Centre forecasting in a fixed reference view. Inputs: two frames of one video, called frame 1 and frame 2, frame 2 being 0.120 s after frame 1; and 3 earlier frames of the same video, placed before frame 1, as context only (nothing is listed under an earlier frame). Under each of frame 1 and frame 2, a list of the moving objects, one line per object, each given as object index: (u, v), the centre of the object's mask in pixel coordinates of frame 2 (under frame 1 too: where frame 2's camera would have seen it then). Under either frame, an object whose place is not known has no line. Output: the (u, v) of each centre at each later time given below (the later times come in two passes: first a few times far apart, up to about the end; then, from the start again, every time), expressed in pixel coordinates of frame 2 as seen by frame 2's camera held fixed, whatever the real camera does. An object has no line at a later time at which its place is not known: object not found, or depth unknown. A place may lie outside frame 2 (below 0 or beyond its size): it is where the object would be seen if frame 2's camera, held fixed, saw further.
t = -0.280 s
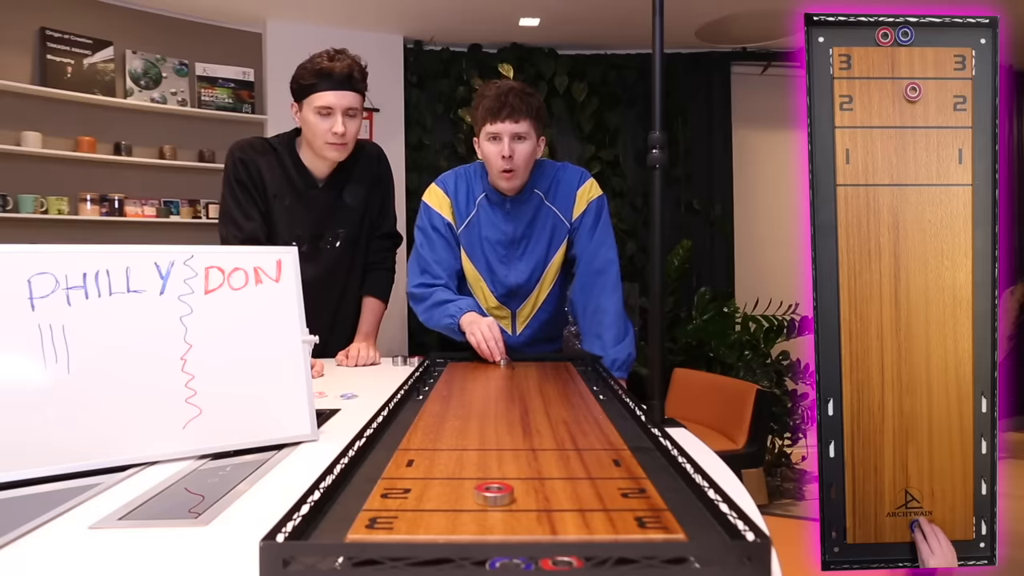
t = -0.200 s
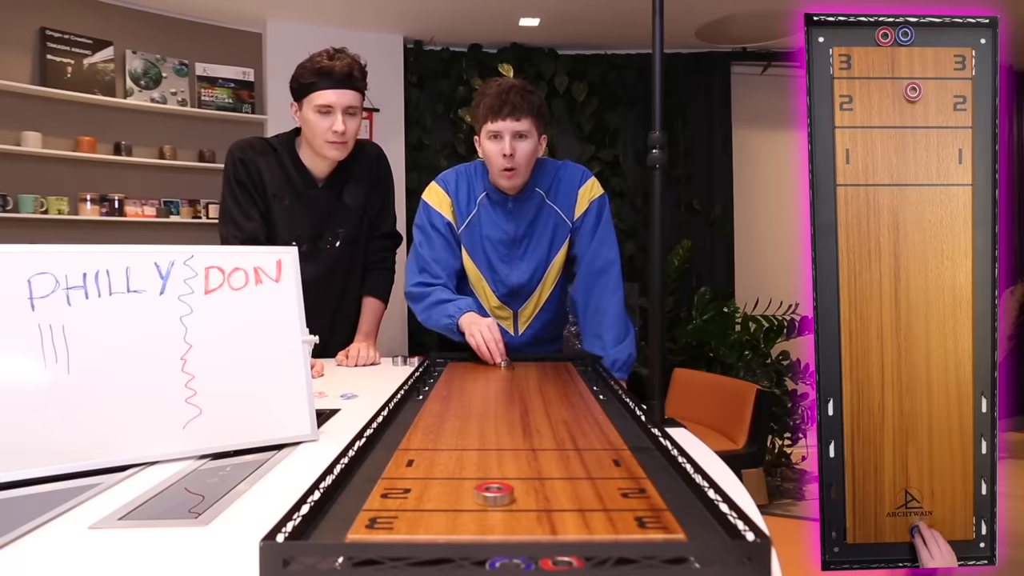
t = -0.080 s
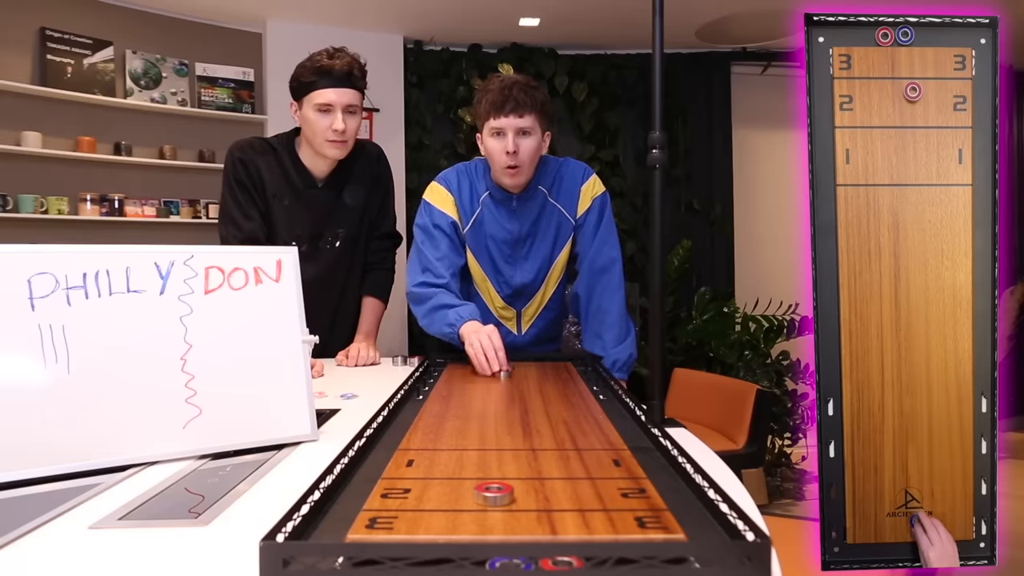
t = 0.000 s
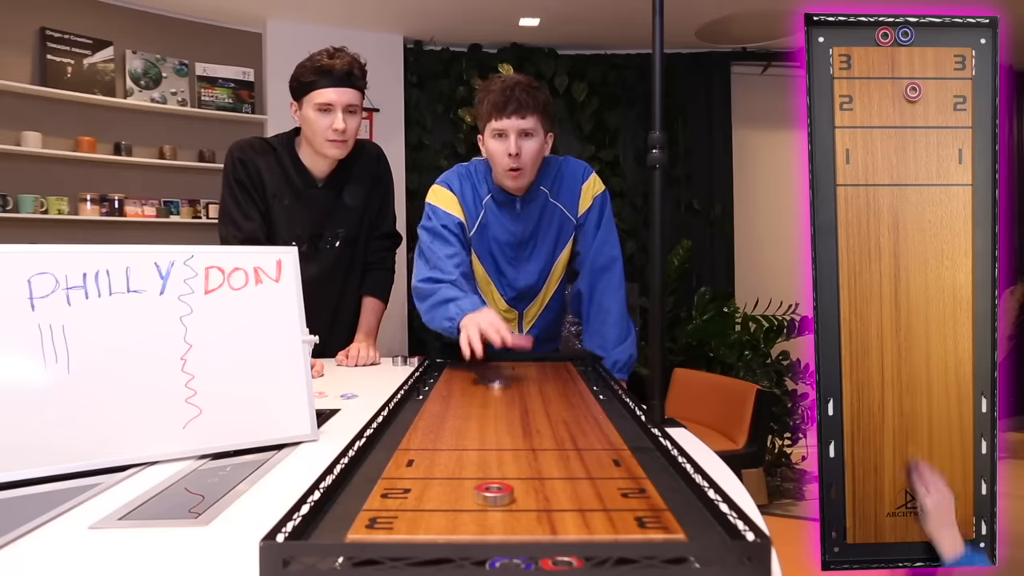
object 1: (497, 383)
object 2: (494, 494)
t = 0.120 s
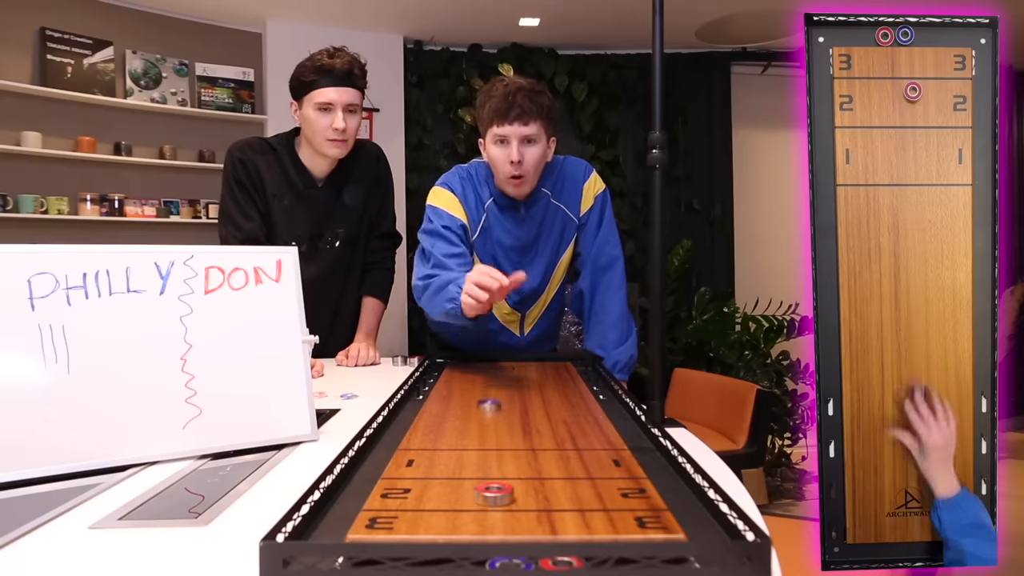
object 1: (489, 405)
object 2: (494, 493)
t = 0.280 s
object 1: (479, 440)
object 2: (494, 494)
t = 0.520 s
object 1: (452, 493)
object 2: (513, 504)
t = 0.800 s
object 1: (427, 508)
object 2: (547, 520)
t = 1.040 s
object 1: (427, 508)
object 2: (547, 520)
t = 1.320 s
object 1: (427, 508)
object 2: (547, 520)
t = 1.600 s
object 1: (427, 508)
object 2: (547, 520)
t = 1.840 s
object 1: (427, 508)
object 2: (547, 520)
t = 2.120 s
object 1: (427, 508)
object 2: (547, 520)
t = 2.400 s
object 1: (427, 508)
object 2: (547, 520)
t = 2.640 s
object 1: (427, 508)
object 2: (547, 520)
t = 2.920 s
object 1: (427, 508)
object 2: (547, 520)
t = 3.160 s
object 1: (427, 508)
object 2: (547, 520)
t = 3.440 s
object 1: (427, 508)
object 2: (547, 520)
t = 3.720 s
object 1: (427, 508)
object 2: (547, 520)
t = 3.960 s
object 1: (427, 508)
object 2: (547, 520)
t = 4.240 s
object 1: (427, 508)
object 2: (547, 520)
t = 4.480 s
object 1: (427, 508)
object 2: (547, 520)
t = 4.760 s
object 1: (427, 508)
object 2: (547, 520)
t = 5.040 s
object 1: (427, 508)
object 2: (547, 520)
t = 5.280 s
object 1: (427, 508)
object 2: (547, 520)
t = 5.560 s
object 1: (427, 508)
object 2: (547, 520)
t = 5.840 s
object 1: (427, 508)
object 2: (547, 520)
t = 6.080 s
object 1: (427, 508)
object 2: (547, 520)
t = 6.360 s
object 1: (427, 508)
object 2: (547, 520)
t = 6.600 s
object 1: (427, 508)
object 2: (547, 520)
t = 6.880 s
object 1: (427, 508)
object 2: (547, 520)
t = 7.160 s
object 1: (427, 508)
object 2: (547, 520)
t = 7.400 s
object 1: (427, 508)
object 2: (547, 520)
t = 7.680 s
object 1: (427, 508)
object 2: (547, 520)
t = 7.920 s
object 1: (427, 508)
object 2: (547, 520)
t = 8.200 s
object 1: (427, 508)
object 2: (547, 520)
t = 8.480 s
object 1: (427, 508)
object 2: (547, 520)
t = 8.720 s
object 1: (427, 508)
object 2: (547, 520)
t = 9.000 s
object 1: (427, 508)
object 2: (547, 520)
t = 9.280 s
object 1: (427, 508)
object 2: (547, 520)
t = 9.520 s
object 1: (427, 508)
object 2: (547, 520)
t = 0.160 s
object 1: (487, 413)
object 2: (494, 493)
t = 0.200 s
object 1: (484, 422)
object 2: (494, 494)
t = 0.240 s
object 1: (481, 430)
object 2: (494, 494)
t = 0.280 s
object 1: (479, 440)
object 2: (494, 494)
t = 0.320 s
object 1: (477, 450)
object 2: (494, 494)
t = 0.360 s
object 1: (475, 460)
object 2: (494, 494)
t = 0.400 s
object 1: (472, 471)
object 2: (494, 494)
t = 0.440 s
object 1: (469, 479)
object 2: (494, 494)
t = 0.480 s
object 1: (462, 488)
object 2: (504, 499)
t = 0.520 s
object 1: (452, 493)
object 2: (513, 504)
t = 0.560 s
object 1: (444, 498)
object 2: (521, 508)
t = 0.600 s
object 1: (437, 502)
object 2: (529, 512)
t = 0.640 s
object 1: (432, 505)
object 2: (536, 515)
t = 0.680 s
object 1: (429, 507)
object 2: (541, 518)
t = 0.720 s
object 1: (427, 508)
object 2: (544, 519)
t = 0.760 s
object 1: (427, 508)
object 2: (547, 520)
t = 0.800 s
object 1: (427, 508)
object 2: (547, 520)
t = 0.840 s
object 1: (427, 508)
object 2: (547, 520)
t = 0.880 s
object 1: (427, 508)
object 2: (547, 520)
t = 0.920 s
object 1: (427, 508)
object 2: (547, 520)
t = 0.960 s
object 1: (427, 508)
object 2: (547, 520)
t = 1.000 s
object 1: (427, 508)
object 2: (547, 520)
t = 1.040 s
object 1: (427, 508)
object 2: (547, 520)
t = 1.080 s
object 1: (427, 508)
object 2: (547, 520)
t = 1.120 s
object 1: (427, 508)
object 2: (547, 520)
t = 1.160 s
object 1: (427, 508)
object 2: (547, 520)
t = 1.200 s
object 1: (427, 508)
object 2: (547, 520)
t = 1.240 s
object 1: (427, 508)
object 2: (547, 520)
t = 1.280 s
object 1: (427, 508)
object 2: (547, 520)
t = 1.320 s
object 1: (427, 508)
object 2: (547, 520)
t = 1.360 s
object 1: (427, 508)
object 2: (547, 520)
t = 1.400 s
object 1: (427, 508)
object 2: (547, 520)
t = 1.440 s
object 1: (427, 508)
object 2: (547, 520)
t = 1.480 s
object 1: (427, 508)
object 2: (547, 520)
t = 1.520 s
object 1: (427, 508)
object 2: (547, 520)
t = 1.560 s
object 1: (427, 508)
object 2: (547, 520)
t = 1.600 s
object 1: (427, 508)
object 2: (547, 520)
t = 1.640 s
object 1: (427, 508)
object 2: (547, 520)
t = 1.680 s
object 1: (427, 508)
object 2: (547, 520)
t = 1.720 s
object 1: (427, 508)
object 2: (547, 520)
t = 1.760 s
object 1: (427, 508)
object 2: (547, 520)
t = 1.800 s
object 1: (427, 508)
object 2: (547, 520)
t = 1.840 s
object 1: (427, 508)
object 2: (547, 520)
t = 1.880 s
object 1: (427, 508)
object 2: (547, 520)
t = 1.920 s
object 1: (427, 508)
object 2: (547, 520)
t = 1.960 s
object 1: (427, 508)
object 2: (547, 520)
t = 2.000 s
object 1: (427, 508)
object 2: (547, 520)
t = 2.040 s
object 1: (427, 508)
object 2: (547, 520)
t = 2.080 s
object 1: (427, 508)
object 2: (547, 520)
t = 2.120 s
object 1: (427, 508)
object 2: (547, 520)
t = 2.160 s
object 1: (427, 508)
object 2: (547, 520)
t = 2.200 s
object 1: (427, 508)
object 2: (547, 520)
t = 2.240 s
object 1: (427, 508)
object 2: (547, 520)
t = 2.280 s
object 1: (427, 508)
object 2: (547, 520)
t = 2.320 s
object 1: (427, 508)
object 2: (547, 520)
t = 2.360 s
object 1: (427, 508)
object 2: (547, 520)
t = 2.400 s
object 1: (427, 508)
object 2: (547, 520)
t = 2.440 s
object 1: (427, 508)
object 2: (547, 520)
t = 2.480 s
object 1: (427, 508)
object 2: (547, 520)
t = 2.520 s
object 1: (427, 508)
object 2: (547, 520)
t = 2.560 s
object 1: (427, 508)
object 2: (547, 520)
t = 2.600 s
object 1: (427, 508)
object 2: (547, 520)
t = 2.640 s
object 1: (427, 508)
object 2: (547, 520)
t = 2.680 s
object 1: (427, 508)
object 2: (547, 520)
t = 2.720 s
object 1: (427, 508)
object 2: (547, 520)
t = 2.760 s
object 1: (427, 508)
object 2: (547, 520)
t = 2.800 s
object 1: (427, 508)
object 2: (547, 520)
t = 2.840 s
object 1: (427, 508)
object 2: (547, 520)
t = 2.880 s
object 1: (427, 508)
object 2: (547, 520)
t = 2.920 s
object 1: (427, 508)
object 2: (547, 520)
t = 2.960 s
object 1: (427, 508)
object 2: (547, 520)
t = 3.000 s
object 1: (427, 508)
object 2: (547, 520)
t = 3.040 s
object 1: (427, 508)
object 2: (547, 520)
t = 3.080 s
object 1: (427, 508)
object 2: (547, 520)
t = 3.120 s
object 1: (427, 508)
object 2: (547, 520)
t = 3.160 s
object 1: (427, 508)
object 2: (547, 520)
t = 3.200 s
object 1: (427, 508)
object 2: (547, 520)
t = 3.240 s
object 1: (427, 508)
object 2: (547, 520)
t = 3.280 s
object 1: (427, 508)
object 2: (547, 520)
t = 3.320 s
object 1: (427, 508)
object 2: (547, 520)
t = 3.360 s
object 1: (427, 508)
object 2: (547, 520)
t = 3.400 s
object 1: (427, 508)
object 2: (547, 520)
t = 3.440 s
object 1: (427, 508)
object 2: (547, 520)
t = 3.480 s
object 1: (427, 508)
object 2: (547, 520)
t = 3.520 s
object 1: (427, 508)
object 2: (547, 520)
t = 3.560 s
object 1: (427, 508)
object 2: (547, 520)
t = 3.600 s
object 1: (427, 508)
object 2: (547, 520)
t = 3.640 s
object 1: (427, 508)
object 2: (547, 520)
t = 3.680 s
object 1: (427, 508)
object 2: (547, 520)
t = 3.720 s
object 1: (427, 508)
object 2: (547, 520)
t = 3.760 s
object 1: (427, 508)
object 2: (547, 520)
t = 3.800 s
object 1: (427, 508)
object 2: (547, 520)
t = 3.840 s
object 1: (427, 508)
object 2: (547, 520)
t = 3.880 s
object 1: (427, 508)
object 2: (547, 520)
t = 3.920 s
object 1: (427, 508)
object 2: (547, 520)
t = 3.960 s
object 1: (427, 508)
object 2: (547, 520)
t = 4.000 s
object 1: (427, 508)
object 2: (547, 520)
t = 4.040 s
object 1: (427, 508)
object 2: (547, 520)
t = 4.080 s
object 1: (427, 508)
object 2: (547, 520)
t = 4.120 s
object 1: (427, 508)
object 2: (547, 520)
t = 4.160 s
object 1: (427, 508)
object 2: (547, 520)
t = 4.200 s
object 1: (427, 508)
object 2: (547, 520)
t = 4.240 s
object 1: (427, 508)
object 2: (547, 520)
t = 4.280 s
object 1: (427, 508)
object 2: (547, 520)
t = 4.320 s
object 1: (427, 508)
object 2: (547, 520)
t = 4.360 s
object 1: (427, 508)
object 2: (547, 520)
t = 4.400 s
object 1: (427, 508)
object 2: (547, 520)
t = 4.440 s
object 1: (427, 508)
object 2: (547, 520)
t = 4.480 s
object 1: (427, 508)
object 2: (547, 520)
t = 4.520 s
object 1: (427, 508)
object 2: (547, 520)
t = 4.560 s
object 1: (427, 508)
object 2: (547, 520)
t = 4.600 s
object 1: (427, 508)
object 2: (547, 520)
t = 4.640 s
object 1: (427, 508)
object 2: (547, 520)
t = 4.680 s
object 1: (427, 508)
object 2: (547, 520)
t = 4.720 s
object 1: (427, 508)
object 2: (547, 520)
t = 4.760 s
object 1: (427, 508)
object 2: (547, 520)
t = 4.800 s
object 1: (427, 508)
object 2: (547, 520)
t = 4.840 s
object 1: (427, 508)
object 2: (547, 520)
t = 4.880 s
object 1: (427, 508)
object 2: (547, 520)
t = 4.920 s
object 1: (427, 508)
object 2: (547, 520)
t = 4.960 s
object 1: (427, 508)
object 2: (547, 520)
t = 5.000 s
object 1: (427, 508)
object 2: (547, 520)
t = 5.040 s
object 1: (427, 508)
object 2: (547, 520)
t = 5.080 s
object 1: (427, 508)
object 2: (547, 520)
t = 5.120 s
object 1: (427, 508)
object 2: (547, 520)
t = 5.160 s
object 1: (427, 508)
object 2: (547, 520)
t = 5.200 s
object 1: (427, 508)
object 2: (547, 520)
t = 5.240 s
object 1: (427, 508)
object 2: (547, 520)
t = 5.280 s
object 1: (427, 508)
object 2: (547, 520)
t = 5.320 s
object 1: (427, 508)
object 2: (547, 520)
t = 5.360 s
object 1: (427, 508)
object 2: (547, 520)
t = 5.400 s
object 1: (427, 508)
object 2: (547, 520)
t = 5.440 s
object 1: (427, 508)
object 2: (547, 520)
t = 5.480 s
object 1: (427, 508)
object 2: (547, 520)
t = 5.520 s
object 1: (427, 508)
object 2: (547, 520)
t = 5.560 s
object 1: (427, 508)
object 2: (547, 520)
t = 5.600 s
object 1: (427, 508)
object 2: (547, 520)
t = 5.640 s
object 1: (427, 508)
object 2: (547, 520)
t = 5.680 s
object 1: (427, 508)
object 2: (547, 520)
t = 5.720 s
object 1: (427, 508)
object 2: (547, 520)
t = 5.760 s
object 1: (427, 508)
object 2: (547, 520)
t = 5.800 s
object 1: (427, 508)
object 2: (547, 520)
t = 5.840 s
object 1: (427, 508)
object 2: (547, 520)
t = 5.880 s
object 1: (427, 508)
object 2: (547, 520)
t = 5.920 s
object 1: (427, 508)
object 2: (547, 520)
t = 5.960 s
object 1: (427, 508)
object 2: (547, 520)
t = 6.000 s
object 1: (427, 508)
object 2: (547, 520)
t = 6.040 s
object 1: (427, 508)
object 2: (547, 520)
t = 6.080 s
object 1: (427, 508)
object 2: (547, 520)
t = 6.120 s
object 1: (427, 508)
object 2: (547, 520)
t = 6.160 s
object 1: (427, 508)
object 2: (547, 520)
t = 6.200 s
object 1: (427, 508)
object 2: (547, 520)
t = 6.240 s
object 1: (427, 508)
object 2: (547, 520)
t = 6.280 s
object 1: (427, 508)
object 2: (547, 520)
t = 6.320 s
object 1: (427, 508)
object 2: (547, 520)
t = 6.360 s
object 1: (427, 508)
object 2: (547, 520)
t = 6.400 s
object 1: (427, 508)
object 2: (547, 520)
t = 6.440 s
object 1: (427, 508)
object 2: (547, 520)
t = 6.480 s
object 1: (427, 508)
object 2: (547, 520)
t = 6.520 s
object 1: (427, 508)
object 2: (547, 520)
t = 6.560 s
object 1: (427, 508)
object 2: (547, 520)
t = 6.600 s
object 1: (427, 508)
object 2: (547, 520)
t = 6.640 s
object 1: (427, 508)
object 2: (547, 520)
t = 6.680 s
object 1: (427, 508)
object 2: (547, 520)
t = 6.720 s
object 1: (427, 508)
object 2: (547, 520)
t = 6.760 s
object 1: (427, 508)
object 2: (547, 520)
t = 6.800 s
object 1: (427, 508)
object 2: (547, 520)
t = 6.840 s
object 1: (427, 508)
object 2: (547, 520)
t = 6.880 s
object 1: (427, 508)
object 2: (547, 520)
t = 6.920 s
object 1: (427, 508)
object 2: (547, 520)
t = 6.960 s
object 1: (427, 508)
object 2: (547, 520)
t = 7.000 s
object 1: (427, 508)
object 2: (547, 520)
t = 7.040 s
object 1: (427, 508)
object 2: (547, 520)
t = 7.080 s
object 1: (427, 508)
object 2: (547, 520)
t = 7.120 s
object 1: (427, 508)
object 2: (547, 520)
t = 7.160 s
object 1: (427, 508)
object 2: (547, 520)
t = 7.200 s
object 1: (427, 508)
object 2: (547, 520)
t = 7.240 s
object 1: (427, 508)
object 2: (547, 520)
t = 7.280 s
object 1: (427, 508)
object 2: (547, 520)
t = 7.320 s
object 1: (427, 508)
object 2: (547, 520)
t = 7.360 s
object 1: (427, 508)
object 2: (547, 520)
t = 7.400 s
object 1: (427, 508)
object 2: (547, 520)
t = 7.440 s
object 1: (427, 508)
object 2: (547, 520)
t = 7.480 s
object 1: (427, 508)
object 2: (547, 520)
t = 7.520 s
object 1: (427, 508)
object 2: (547, 520)
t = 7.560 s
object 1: (427, 508)
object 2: (547, 520)
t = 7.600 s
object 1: (427, 508)
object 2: (547, 520)
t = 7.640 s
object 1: (427, 508)
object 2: (547, 520)
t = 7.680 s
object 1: (427, 508)
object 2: (547, 520)
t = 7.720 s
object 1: (427, 508)
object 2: (547, 520)
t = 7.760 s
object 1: (427, 508)
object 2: (547, 520)
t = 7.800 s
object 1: (427, 508)
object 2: (547, 520)
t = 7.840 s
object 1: (427, 508)
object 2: (547, 520)
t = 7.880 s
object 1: (427, 508)
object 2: (547, 520)
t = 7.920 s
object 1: (427, 508)
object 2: (547, 520)
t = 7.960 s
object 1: (427, 508)
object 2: (547, 520)
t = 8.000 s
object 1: (427, 508)
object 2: (547, 520)
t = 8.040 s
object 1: (427, 508)
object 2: (547, 520)
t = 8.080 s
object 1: (427, 508)
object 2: (547, 520)
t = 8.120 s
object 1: (427, 508)
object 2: (547, 520)
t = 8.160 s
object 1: (427, 508)
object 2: (547, 520)
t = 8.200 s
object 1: (427, 508)
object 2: (547, 520)
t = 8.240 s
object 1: (427, 508)
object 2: (547, 520)
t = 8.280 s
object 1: (427, 508)
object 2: (547, 520)
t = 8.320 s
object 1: (427, 508)
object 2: (547, 520)
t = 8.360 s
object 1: (427, 508)
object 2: (547, 520)
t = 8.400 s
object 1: (427, 508)
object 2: (547, 520)
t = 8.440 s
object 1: (427, 508)
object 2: (547, 520)
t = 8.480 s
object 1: (427, 508)
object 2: (547, 520)
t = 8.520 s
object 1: (427, 508)
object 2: (547, 520)
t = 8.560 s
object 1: (427, 508)
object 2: (547, 520)
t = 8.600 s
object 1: (427, 508)
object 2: (547, 520)
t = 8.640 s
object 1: (427, 508)
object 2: (547, 520)
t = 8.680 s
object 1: (427, 508)
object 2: (547, 520)
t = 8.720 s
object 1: (427, 508)
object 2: (547, 520)
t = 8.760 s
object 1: (427, 508)
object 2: (547, 520)
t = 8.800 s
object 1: (427, 508)
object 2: (547, 520)
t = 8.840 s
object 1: (427, 508)
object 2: (547, 520)
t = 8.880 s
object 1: (427, 508)
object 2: (547, 520)
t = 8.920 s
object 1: (427, 508)
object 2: (547, 520)
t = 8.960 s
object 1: (427, 508)
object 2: (547, 520)
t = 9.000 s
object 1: (427, 508)
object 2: (547, 520)
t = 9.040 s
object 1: (427, 508)
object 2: (547, 520)
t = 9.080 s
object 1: (427, 508)
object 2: (547, 520)
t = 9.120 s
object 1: (427, 508)
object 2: (547, 520)
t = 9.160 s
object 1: (427, 508)
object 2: (547, 520)
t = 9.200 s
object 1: (427, 508)
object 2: (547, 520)
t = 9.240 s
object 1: (427, 508)
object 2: (547, 520)
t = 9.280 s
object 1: (427, 508)
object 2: (547, 520)
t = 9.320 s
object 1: (427, 508)
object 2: (547, 520)
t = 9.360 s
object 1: (427, 508)
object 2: (547, 520)
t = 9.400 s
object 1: (427, 508)
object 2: (547, 520)
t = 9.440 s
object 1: (427, 508)
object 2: (547, 520)
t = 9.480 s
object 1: (427, 508)
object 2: (547, 520)
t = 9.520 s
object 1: (427, 508)
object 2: (547, 520)
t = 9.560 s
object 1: (427, 508)
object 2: (547, 520)
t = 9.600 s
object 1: (427, 508)
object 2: (547, 520)
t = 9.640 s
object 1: (427, 508)
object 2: (547, 520)
